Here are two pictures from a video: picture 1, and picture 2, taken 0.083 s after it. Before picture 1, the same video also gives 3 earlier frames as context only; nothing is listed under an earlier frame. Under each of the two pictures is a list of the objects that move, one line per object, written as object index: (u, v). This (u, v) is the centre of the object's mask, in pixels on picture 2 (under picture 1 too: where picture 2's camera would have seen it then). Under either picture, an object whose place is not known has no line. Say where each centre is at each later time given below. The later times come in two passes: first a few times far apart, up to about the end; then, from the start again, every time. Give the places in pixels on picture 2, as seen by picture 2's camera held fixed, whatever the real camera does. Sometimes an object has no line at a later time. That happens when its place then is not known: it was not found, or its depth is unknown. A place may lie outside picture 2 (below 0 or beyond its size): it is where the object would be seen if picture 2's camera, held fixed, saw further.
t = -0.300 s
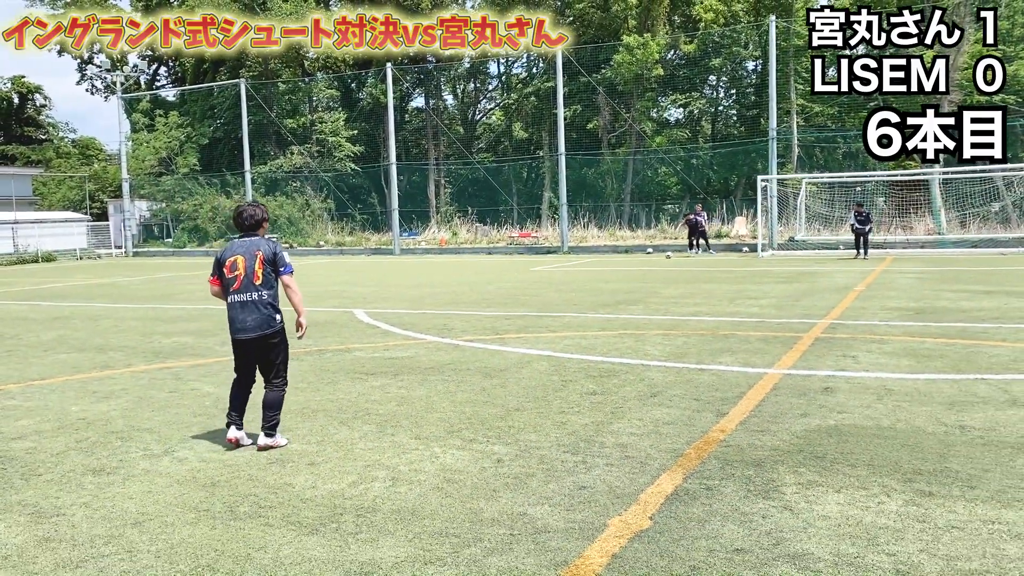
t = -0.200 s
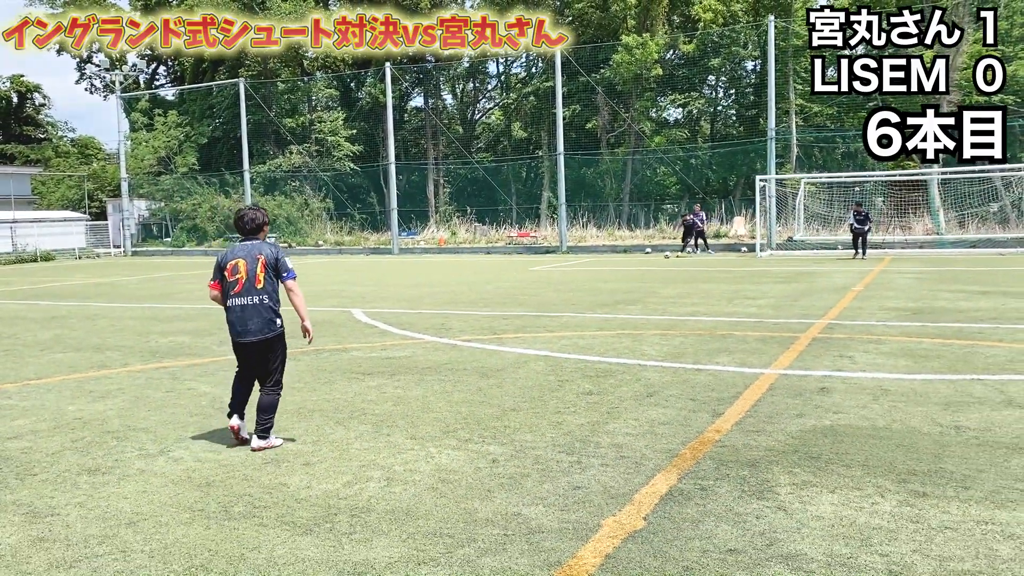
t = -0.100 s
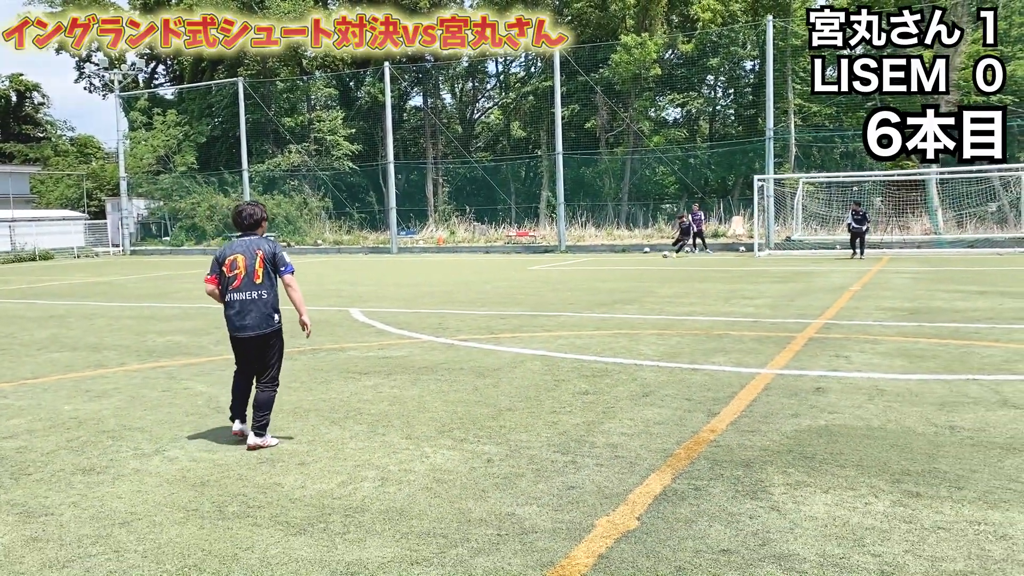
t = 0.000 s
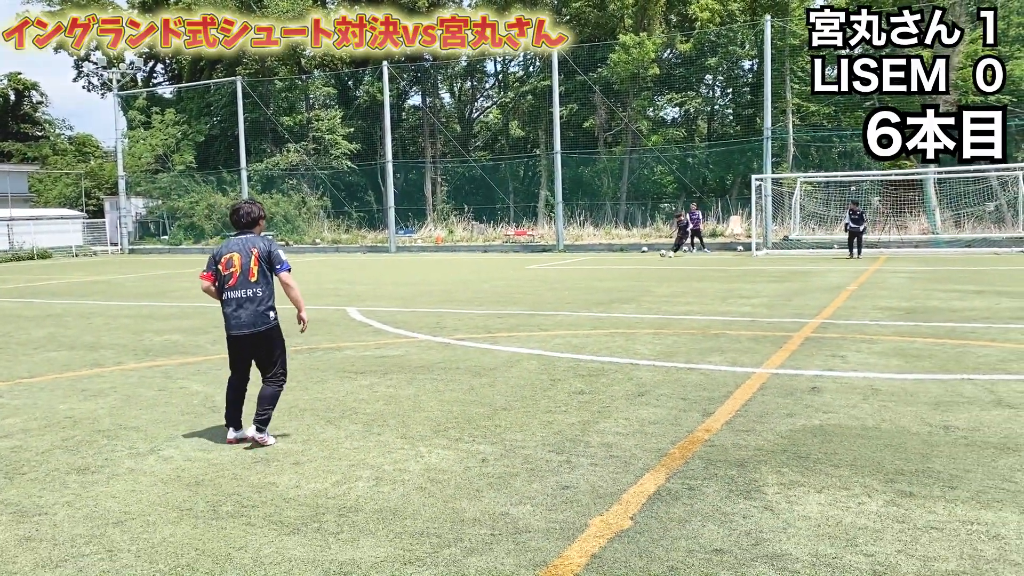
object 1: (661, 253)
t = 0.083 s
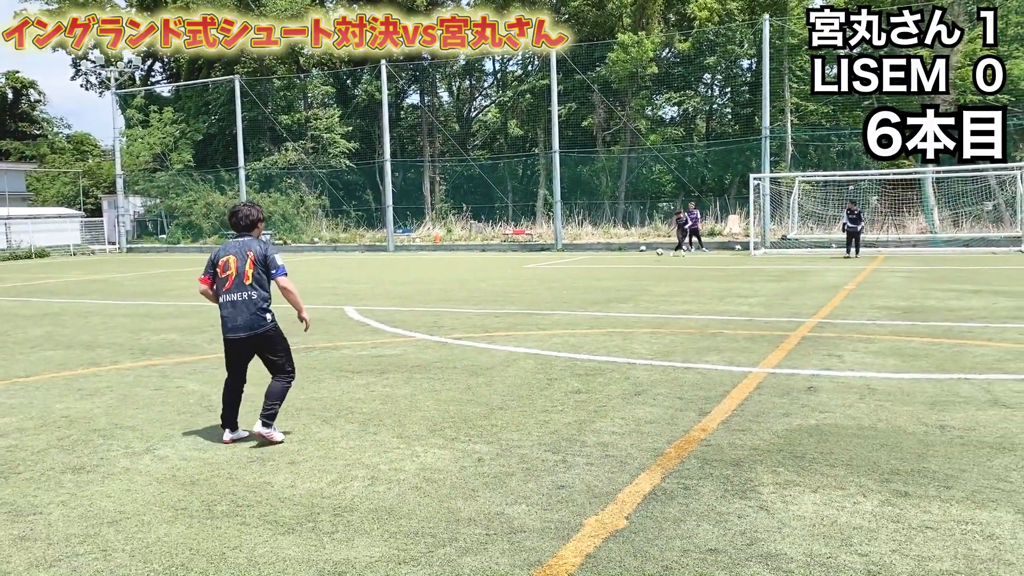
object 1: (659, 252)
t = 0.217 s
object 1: (656, 254)
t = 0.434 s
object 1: (647, 269)
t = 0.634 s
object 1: (630, 279)
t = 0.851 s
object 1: (603, 301)
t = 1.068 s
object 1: (560, 313)
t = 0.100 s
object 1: (659, 252)
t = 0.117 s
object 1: (659, 252)
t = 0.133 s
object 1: (658, 252)
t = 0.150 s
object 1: (658, 253)
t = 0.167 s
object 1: (658, 253)
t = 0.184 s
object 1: (657, 253)
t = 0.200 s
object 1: (657, 253)
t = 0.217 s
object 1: (656, 254)
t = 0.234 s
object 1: (655, 255)
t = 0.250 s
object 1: (655, 255)
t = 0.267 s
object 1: (654, 256)
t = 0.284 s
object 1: (654, 257)
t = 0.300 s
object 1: (653, 258)
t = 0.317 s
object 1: (652, 259)
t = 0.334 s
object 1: (652, 260)
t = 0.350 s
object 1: (651, 261)
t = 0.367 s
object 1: (650, 262)
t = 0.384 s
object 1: (649, 263)
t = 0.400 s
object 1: (648, 265)
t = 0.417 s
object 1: (648, 267)
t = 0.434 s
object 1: (647, 269)
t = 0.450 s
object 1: (646, 271)
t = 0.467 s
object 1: (645, 273)
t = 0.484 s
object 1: (643, 275)
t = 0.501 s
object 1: (642, 277)
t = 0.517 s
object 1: (641, 280)
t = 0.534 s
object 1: (639, 281)
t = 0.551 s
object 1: (638, 280)
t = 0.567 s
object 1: (637, 280)
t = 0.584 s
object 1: (635, 279)
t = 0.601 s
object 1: (633, 279)
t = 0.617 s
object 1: (632, 279)
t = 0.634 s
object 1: (630, 279)
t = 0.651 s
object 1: (629, 280)
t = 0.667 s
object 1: (627, 280)
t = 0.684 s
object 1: (625, 281)
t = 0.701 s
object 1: (623, 282)
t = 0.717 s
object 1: (621, 283)
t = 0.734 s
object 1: (619, 284)
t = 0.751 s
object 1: (617, 286)
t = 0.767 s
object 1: (614, 288)
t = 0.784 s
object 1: (612, 290)
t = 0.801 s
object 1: (610, 292)
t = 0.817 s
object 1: (608, 295)
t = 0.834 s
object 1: (605, 298)
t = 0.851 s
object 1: (603, 301)
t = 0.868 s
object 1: (600, 305)
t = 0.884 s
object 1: (597, 309)
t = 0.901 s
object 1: (594, 313)
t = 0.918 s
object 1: (592, 315)
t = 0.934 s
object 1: (588, 314)
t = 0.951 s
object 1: (585, 313)
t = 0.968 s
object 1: (582, 312)
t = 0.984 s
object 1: (579, 311)
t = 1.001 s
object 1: (575, 312)
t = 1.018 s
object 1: (571, 311)
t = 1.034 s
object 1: (567, 312)
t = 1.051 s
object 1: (564, 312)
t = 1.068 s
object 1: (560, 313)
